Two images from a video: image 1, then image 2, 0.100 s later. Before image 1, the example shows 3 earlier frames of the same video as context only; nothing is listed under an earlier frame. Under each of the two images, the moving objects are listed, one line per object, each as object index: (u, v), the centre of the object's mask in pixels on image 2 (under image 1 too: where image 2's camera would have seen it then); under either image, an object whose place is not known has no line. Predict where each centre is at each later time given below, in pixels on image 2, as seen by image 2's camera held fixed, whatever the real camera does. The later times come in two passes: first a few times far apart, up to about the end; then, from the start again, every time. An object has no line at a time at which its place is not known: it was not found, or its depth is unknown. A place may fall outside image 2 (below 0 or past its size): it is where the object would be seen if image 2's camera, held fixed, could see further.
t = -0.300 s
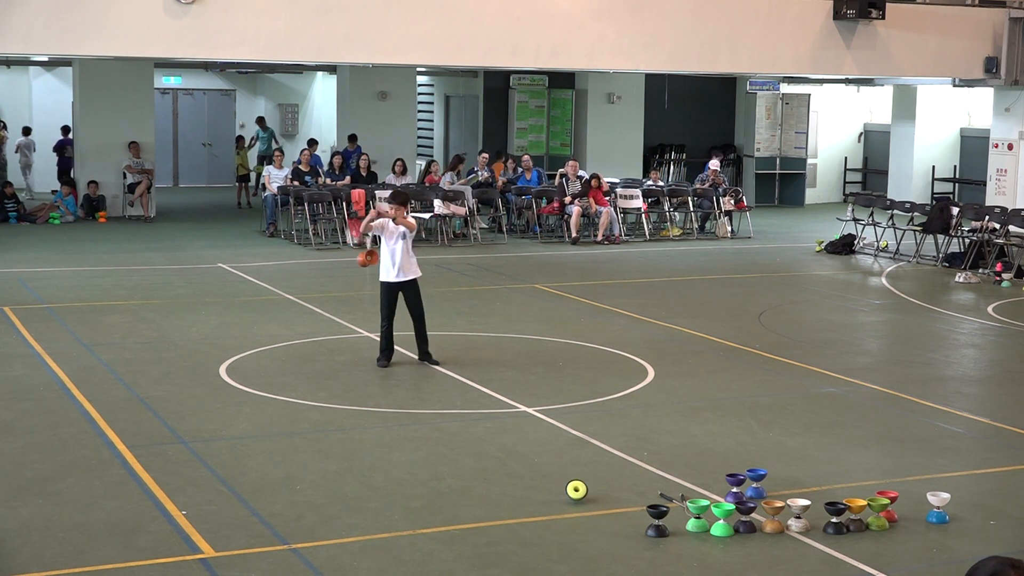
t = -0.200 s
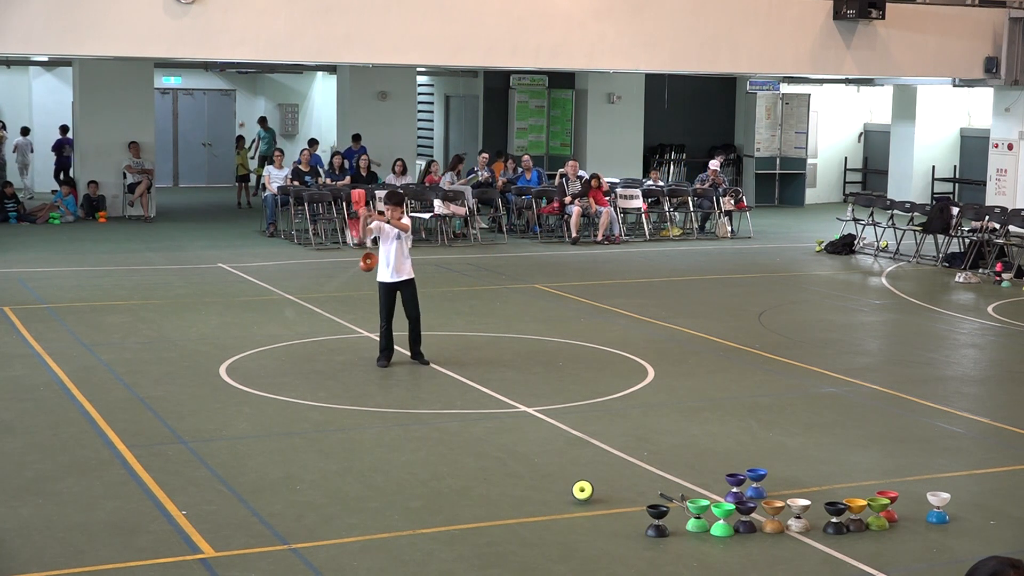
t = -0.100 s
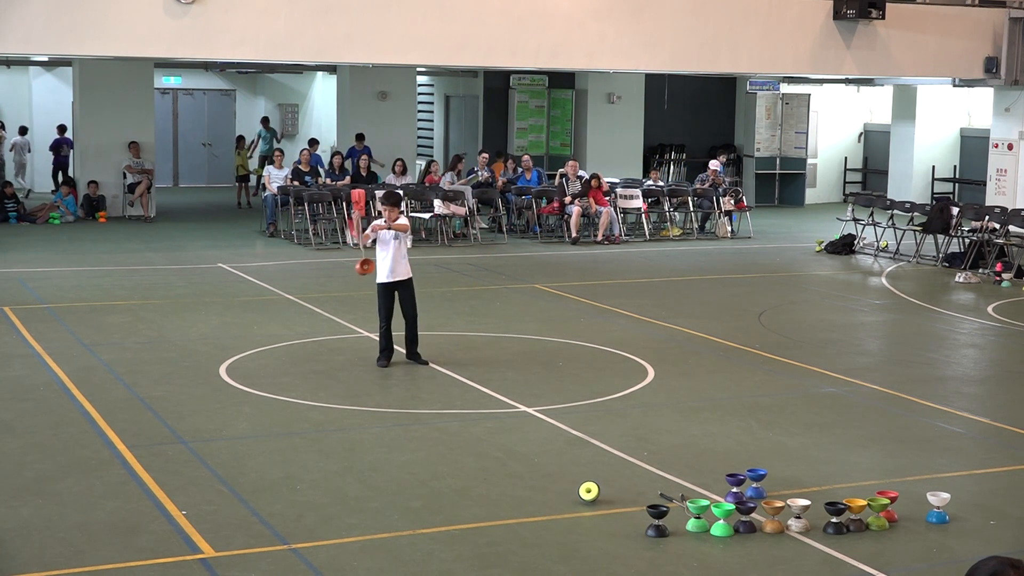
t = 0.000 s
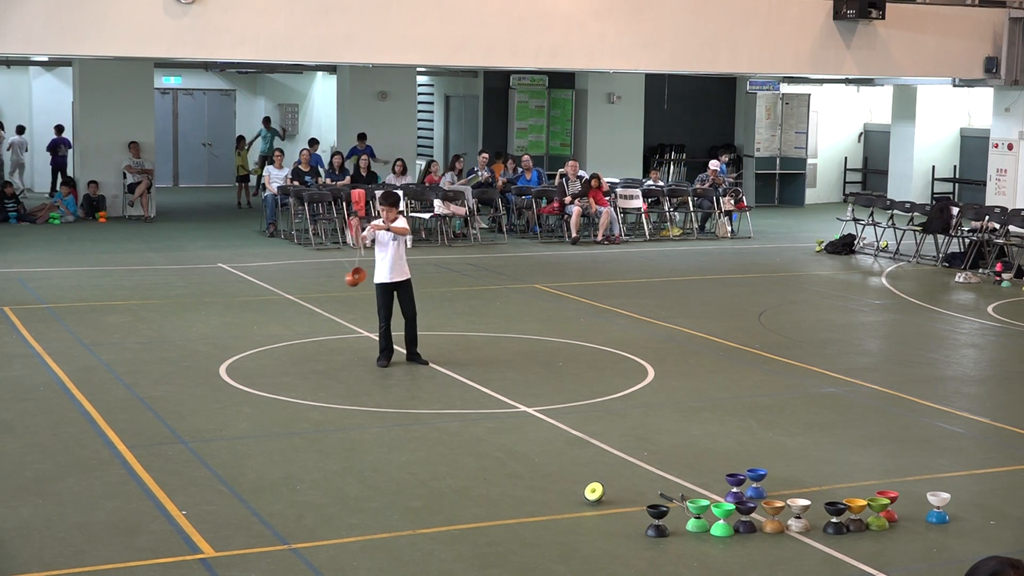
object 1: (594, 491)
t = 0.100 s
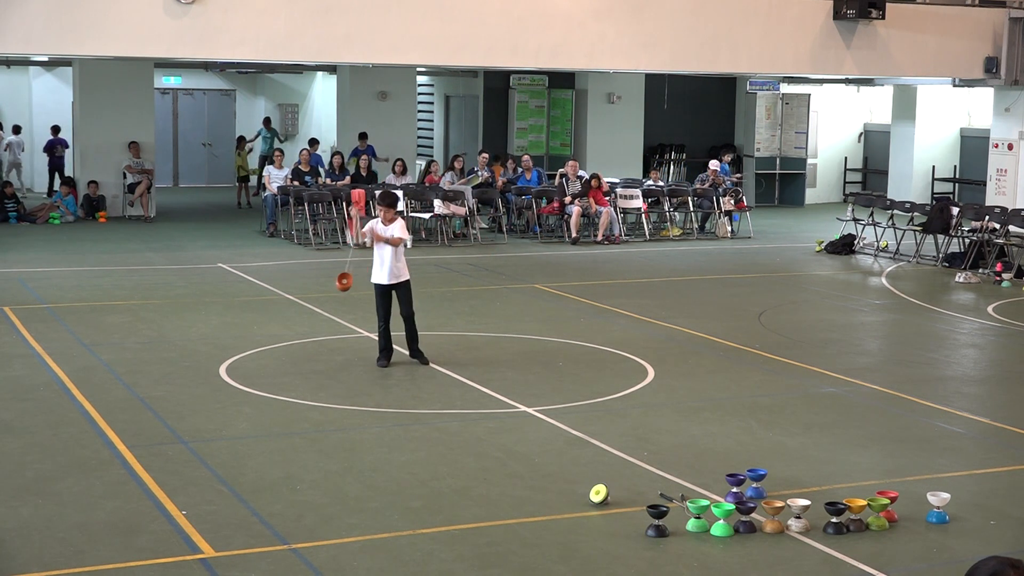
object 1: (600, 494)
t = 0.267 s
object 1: (606, 497)
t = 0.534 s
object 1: (608, 501)
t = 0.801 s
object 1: (598, 503)
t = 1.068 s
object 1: (584, 504)
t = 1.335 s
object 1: (569, 503)
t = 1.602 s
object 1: (561, 499)
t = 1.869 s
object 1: (566, 494)
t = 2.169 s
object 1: (580, 493)
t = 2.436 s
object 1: (591, 495)
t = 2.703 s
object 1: (600, 500)
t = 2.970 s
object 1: (595, 502)
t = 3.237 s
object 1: (583, 502)
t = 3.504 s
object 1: (571, 502)
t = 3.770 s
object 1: (570, 498)
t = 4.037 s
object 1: (581, 495)
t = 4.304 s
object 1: (593, 496)
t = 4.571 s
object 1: (601, 501)
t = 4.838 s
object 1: (592, 502)
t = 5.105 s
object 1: (578, 502)
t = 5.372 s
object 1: (576, 497)
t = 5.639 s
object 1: (586, 495)
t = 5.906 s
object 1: (595, 500)
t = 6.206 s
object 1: (593, 505)
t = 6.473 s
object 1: (586, 512)
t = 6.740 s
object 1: (610, 517)
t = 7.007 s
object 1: (628, 514)
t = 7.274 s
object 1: (605, 508)
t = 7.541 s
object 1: (599, 515)
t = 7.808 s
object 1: (625, 515)
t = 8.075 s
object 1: (624, 510)
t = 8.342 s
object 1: (601, 509)
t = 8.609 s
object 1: (599, 515)
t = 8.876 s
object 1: (621, 516)
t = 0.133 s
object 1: (601, 494)
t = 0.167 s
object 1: (603, 495)
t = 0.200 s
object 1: (604, 495)
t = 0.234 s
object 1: (605, 496)
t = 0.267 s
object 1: (606, 497)
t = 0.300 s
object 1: (607, 498)
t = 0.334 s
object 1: (608, 498)
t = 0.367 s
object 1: (608, 499)
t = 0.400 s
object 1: (609, 499)
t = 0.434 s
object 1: (609, 500)
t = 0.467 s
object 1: (608, 501)
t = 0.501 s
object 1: (608, 501)
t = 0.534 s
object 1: (608, 501)
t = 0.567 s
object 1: (608, 502)
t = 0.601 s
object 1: (607, 502)
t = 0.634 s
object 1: (605, 503)
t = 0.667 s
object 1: (604, 503)
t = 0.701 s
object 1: (603, 503)
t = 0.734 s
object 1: (602, 503)
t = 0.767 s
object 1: (600, 503)
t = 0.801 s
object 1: (598, 503)
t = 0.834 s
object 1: (596, 504)
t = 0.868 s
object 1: (594, 504)
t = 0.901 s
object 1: (593, 504)
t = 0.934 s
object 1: (591, 504)
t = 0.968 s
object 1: (589, 504)
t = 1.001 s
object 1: (587, 504)
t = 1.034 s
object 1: (585, 504)
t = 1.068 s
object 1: (584, 504)
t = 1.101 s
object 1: (582, 504)
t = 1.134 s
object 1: (580, 504)
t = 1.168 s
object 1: (578, 503)
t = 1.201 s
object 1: (575, 503)
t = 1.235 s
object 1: (574, 503)
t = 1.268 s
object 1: (572, 504)
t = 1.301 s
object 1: (571, 504)
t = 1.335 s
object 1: (569, 503)
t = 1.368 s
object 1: (567, 503)
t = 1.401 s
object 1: (566, 502)
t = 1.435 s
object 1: (565, 502)
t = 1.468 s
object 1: (564, 502)
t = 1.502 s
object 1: (563, 502)
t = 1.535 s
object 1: (562, 501)
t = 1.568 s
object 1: (562, 500)
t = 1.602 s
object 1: (561, 499)
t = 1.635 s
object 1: (561, 499)
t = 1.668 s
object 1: (561, 498)
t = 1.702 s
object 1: (562, 498)
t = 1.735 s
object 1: (563, 497)
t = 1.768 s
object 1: (563, 496)
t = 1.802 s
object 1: (564, 495)
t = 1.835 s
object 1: (565, 495)
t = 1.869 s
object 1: (566, 494)
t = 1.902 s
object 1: (568, 494)
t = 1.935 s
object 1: (570, 494)
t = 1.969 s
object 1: (571, 493)
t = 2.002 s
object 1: (572, 492)
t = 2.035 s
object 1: (574, 492)
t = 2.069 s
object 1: (576, 491)
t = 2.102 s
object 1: (578, 492)
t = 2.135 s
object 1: (579, 493)
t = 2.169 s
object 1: (580, 493)
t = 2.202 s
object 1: (581, 493)
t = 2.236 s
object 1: (582, 492)
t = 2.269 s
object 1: (584, 492)
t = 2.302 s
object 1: (586, 492)
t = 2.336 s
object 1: (588, 493)
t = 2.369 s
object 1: (589, 494)
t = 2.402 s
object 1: (590, 495)
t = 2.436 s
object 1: (591, 495)
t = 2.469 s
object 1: (593, 495)
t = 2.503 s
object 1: (595, 495)
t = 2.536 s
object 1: (597, 496)
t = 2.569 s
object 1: (598, 497)
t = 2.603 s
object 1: (598, 498)
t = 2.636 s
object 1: (599, 499)
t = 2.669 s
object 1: (600, 499)
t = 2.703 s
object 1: (600, 500)
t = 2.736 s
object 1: (601, 500)
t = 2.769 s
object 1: (601, 500)
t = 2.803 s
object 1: (600, 501)
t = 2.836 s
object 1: (600, 501)
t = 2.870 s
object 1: (598, 502)
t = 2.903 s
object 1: (597, 502)
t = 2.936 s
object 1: (596, 502)
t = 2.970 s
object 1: (595, 502)
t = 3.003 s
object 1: (594, 502)
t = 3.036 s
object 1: (593, 502)
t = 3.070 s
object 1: (591, 502)
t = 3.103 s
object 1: (589, 502)
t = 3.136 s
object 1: (587, 502)
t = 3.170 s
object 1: (585, 502)
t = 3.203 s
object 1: (585, 502)
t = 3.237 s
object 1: (583, 502)
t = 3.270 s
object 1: (581, 502)
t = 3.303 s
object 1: (579, 502)
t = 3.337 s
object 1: (577, 502)
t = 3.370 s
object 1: (576, 502)
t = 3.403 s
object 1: (575, 502)
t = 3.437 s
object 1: (573, 502)
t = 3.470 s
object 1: (572, 502)
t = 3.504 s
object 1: (571, 502)
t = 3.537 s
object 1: (569, 501)
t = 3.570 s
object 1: (569, 501)
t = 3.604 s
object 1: (568, 500)
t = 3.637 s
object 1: (568, 499)
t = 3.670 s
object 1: (568, 499)
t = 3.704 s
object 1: (569, 499)
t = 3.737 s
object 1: (569, 498)
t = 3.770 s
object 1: (570, 498)
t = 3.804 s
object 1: (571, 497)
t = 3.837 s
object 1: (572, 496)
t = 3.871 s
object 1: (573, 495)
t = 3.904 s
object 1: (574, 494)
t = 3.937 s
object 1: (576, 494)
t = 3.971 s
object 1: (578, 494)
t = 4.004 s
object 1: (580, 495)
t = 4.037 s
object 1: (581, 495)
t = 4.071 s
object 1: (582, 495)
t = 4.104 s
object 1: (584, 494)
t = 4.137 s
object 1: (585, 494)
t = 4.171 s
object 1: (587, 494)
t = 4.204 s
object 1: (589, 494)
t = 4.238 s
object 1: (590, 495)
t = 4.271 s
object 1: (592, 495)
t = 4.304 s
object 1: (593, 496)
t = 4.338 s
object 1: (595, 497)
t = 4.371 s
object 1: (597, 498)
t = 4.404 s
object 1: (598, 498)
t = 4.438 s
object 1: (600, 499)
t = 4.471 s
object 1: (600, 499)
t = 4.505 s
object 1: (601, 500)
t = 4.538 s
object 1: (601, 500)
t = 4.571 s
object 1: (601, 501)
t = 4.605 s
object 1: (600, 501)
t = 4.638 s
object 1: (600, 502)
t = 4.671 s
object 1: (599, 502)
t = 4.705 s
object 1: (597, 502)
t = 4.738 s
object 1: (596, 502)
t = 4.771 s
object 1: (595, 502)
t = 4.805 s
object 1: (593, 502)
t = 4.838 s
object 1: (592, 502)
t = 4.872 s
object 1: (590, 502)
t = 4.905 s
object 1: (588, 502)
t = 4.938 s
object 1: (587, 502)
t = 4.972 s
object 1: (585, 501)
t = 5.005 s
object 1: (583, 502)
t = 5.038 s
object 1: (581, 502)
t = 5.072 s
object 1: (580, 502)
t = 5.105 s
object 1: (578, 502)
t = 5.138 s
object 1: (577, 503)
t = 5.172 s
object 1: (576, 502)
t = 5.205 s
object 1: (575, 501)
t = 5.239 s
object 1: (575, 500)
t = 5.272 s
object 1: (575, 500)
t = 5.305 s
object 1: (575, 499)
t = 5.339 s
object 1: (576, 498)
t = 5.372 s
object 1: (576, 497)
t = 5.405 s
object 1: (577, 496)
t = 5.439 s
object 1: (578, 496)
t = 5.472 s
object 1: (580, 496)
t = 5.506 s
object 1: (581, 495)
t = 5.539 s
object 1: (583, 495)
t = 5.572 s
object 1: (584, 495)
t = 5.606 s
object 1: (585, 495)
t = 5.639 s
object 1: (586, 495)
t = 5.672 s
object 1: (587, 495)
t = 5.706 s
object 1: (588, 495)
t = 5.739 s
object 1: (590, 495)
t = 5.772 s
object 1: (591, 495)
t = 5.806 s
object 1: (592, 496)
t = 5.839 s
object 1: (593, 497)
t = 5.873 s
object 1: (594, 499)
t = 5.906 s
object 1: (595, 500)
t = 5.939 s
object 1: (596, 500)
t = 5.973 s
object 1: (597, 501)
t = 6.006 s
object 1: (597, 502)
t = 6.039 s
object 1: (598, 502)
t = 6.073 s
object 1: (597, 503)
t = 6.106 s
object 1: (597, 503)
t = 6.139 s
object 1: (595, 503)
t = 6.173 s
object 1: (594, 504)
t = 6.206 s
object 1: (593, 505)
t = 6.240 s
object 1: (591, 505)
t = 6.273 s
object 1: (590, 506)
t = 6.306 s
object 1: (588, 507)
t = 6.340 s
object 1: (587, 509)
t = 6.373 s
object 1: (586, 510)
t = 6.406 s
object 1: (586, 510)
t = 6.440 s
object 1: (586, 511)
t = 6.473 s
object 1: (586, 512)
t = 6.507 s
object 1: (587, 513)
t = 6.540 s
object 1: (588, 514)
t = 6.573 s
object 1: (591, 515)
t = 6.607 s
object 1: (593, 515)
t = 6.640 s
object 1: (596, 516)
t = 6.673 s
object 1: (601, 516)
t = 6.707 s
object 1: (606, 517)
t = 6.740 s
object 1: (610, 517)
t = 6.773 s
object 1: (615, 517)
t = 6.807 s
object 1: (619, 517)
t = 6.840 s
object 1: (623, 516)
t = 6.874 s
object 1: (625, 516)
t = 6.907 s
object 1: (627, 516)
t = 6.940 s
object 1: (628, 515)
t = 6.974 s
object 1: (628, 514)
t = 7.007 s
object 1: (628, 514)
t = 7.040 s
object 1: (627, 513)
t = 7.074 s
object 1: (626, 511)
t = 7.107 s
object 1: (624, 510)
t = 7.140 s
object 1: (621, 509)
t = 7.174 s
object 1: (617, 508)
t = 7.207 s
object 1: (613, 507)
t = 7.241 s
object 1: (609, 507)
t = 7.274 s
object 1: (605, 508)
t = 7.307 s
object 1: (603, 509)
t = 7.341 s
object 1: (600, 510)
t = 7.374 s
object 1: (599, 511)
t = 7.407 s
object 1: (598, 512)
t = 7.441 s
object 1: (597, 513)
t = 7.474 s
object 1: (597, 513)
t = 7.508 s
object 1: (597, 514)
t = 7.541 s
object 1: (599, 515)
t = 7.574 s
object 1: (601, 515)
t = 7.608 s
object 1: (604, 516)
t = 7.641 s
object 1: (607, 516)
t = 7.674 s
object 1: (611, 516)
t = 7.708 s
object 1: (615, 516)
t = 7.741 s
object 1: (619, 516)
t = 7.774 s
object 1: (622, 516)
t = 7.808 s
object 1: (625, 515)
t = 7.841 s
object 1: (626, 515)
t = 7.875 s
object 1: (627, 515)
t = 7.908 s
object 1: (627, 514)
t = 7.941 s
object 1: (627, 514)
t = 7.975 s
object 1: (627, 514)
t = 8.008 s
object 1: (626, 513)
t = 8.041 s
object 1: (625, 512)
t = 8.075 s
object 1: (624, 510)
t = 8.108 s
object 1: (622, 509)
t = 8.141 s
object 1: (619, 508)
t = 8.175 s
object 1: (616, 508)
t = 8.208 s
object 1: (613, 508)
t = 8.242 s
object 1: (609, 508)
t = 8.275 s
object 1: (606, 508)
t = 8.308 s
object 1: (603, 508)
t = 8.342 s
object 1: (601, 509)
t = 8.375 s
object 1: (600, 510)
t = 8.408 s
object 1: (598, 511)
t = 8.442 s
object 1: (598, 512)
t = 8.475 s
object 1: (597, 513)
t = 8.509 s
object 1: (597, 513)
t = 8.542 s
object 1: (597, 514)
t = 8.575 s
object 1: (598, 514)
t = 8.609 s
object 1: (599, 515)
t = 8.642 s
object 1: (600, 515)
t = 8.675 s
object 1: (602, 515)
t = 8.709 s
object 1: (605, 516)
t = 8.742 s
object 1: (608, 516)
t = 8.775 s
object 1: (611, 516)
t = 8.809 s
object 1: (614, 516)
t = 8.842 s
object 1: (618, 516)
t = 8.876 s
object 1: (621, 516)
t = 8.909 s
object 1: (623, 516)
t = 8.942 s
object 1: (625, 515)
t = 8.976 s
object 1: (626, 516)
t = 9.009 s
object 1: (627, 515)
